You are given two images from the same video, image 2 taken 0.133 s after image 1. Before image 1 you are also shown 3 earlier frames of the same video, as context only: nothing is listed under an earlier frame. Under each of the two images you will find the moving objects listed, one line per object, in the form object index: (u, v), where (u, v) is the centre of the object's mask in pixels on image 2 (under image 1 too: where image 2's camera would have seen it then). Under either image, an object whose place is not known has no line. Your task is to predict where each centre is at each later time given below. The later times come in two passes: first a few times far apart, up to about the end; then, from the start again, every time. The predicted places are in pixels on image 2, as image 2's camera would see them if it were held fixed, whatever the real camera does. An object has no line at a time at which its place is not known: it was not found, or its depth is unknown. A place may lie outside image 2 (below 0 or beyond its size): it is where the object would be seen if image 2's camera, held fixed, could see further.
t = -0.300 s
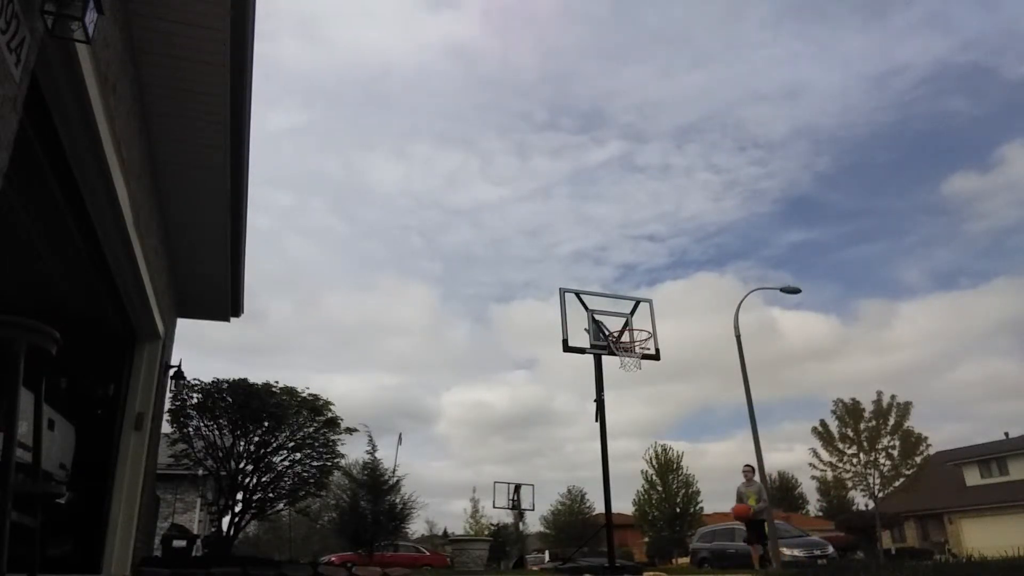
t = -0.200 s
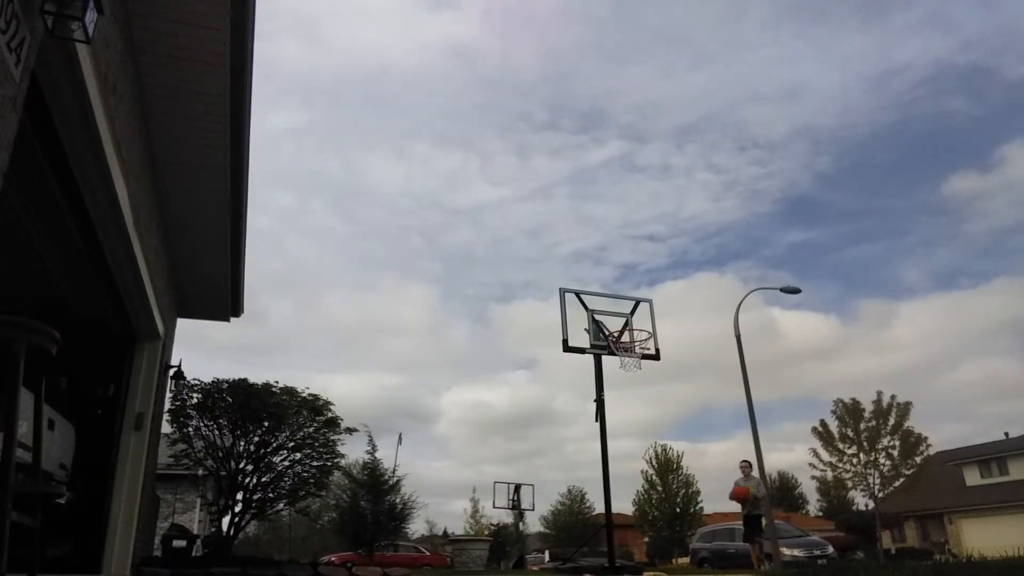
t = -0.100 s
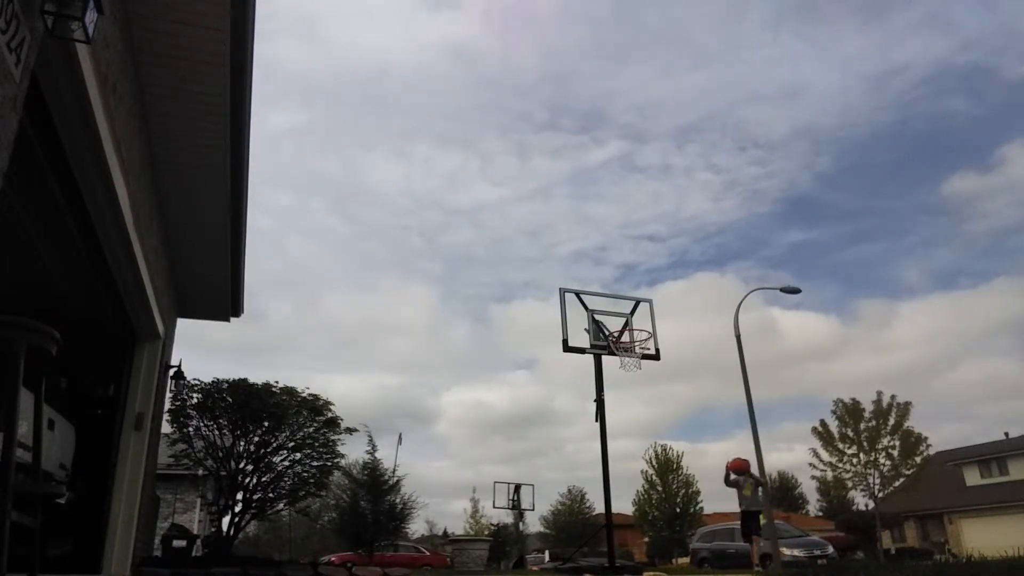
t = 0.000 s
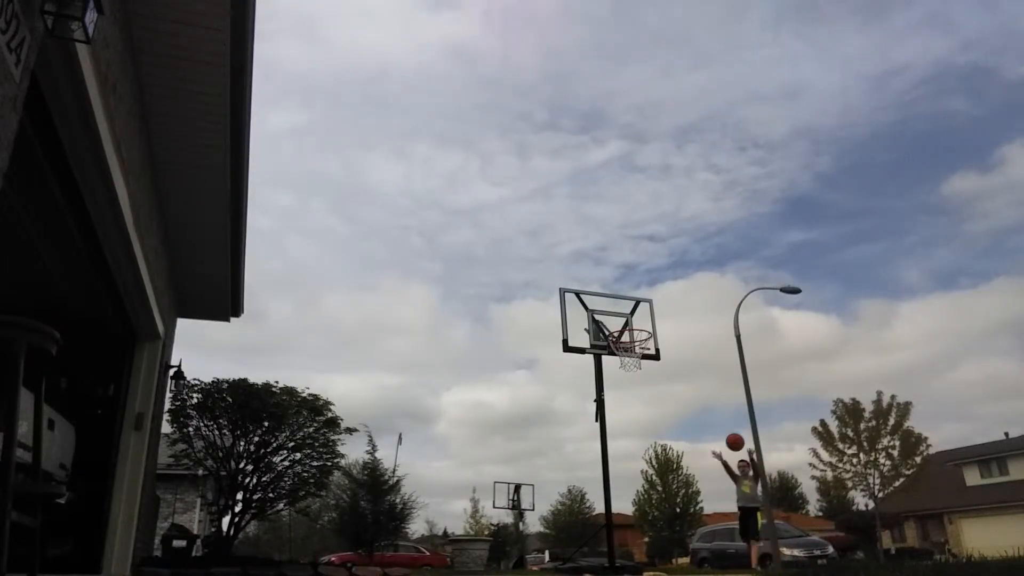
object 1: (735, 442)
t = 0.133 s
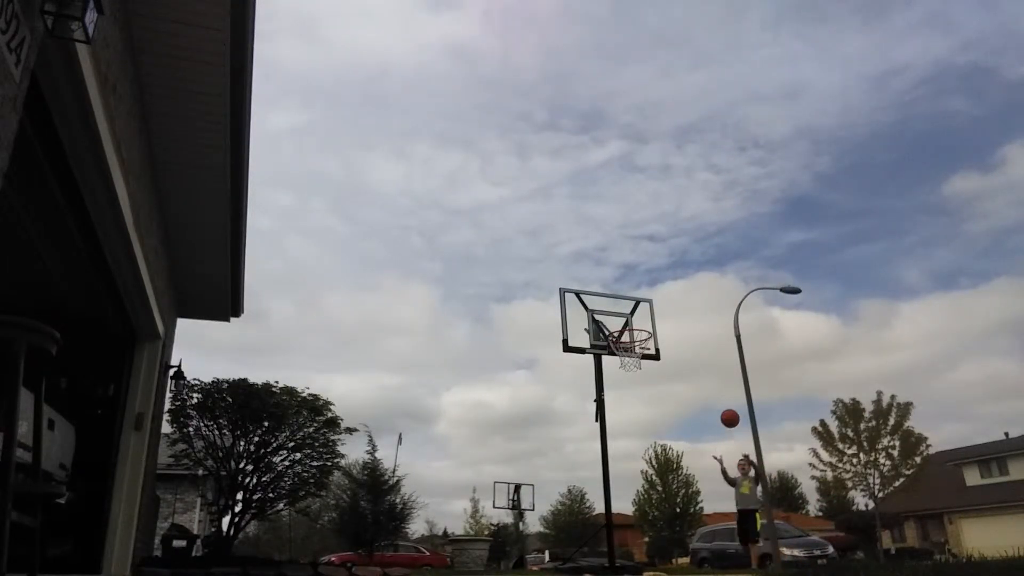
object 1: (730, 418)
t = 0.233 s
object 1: (727, 408)
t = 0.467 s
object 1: (724, 413)
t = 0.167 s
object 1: (729, 414)
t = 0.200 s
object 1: (728, 410)
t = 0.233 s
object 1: (727, 408)
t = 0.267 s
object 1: (726, 406)
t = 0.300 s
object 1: (726, 405)
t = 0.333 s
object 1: (725, 405)
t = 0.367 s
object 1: (725, 406)
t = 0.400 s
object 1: (724, 407)
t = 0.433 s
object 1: (724, 410)
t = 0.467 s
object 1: (724, 413)
